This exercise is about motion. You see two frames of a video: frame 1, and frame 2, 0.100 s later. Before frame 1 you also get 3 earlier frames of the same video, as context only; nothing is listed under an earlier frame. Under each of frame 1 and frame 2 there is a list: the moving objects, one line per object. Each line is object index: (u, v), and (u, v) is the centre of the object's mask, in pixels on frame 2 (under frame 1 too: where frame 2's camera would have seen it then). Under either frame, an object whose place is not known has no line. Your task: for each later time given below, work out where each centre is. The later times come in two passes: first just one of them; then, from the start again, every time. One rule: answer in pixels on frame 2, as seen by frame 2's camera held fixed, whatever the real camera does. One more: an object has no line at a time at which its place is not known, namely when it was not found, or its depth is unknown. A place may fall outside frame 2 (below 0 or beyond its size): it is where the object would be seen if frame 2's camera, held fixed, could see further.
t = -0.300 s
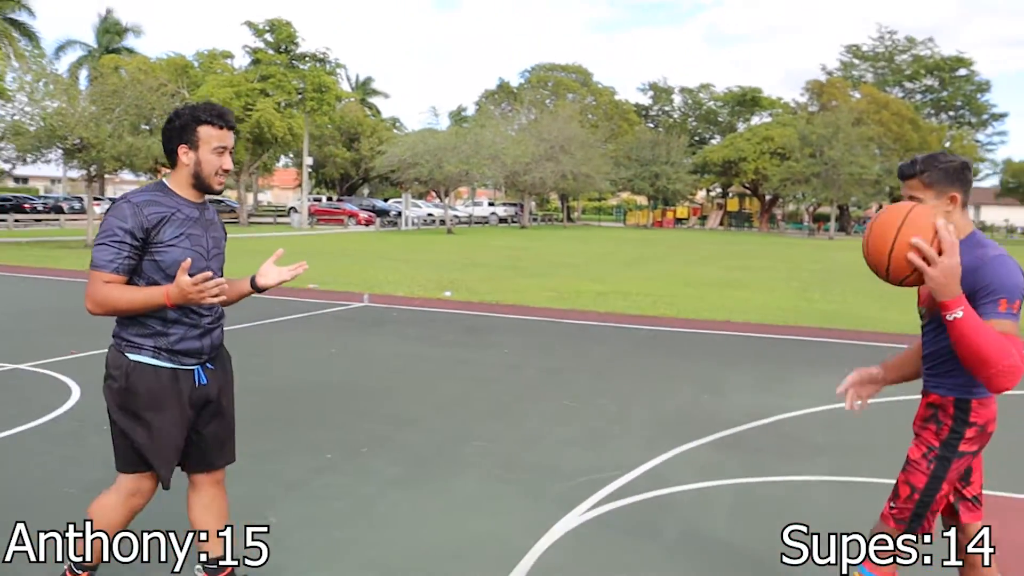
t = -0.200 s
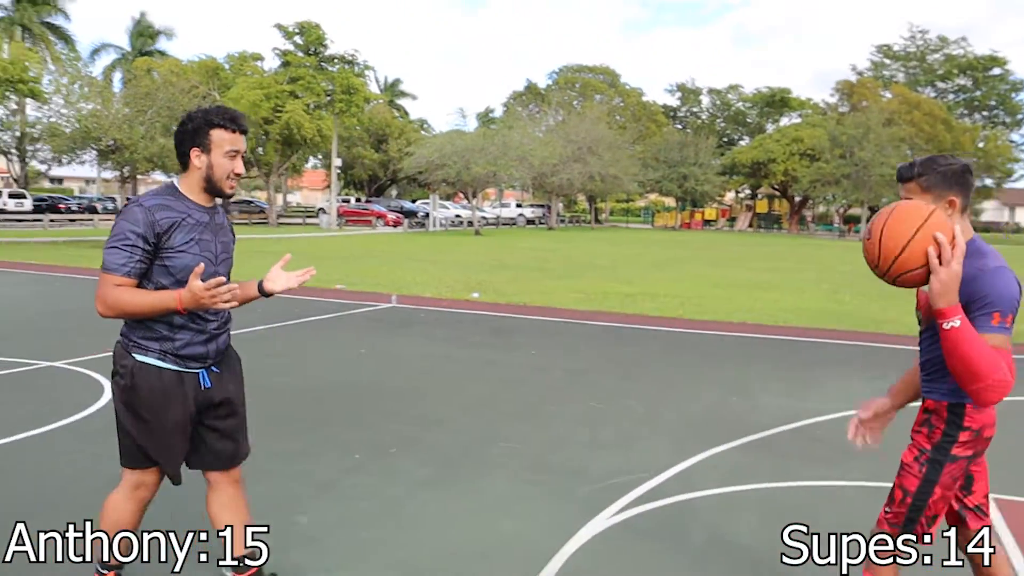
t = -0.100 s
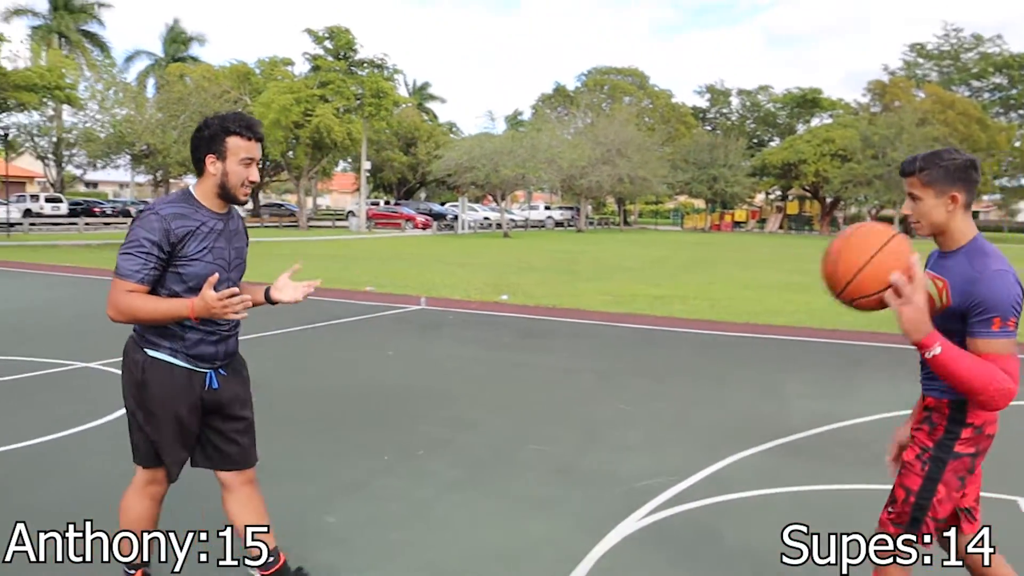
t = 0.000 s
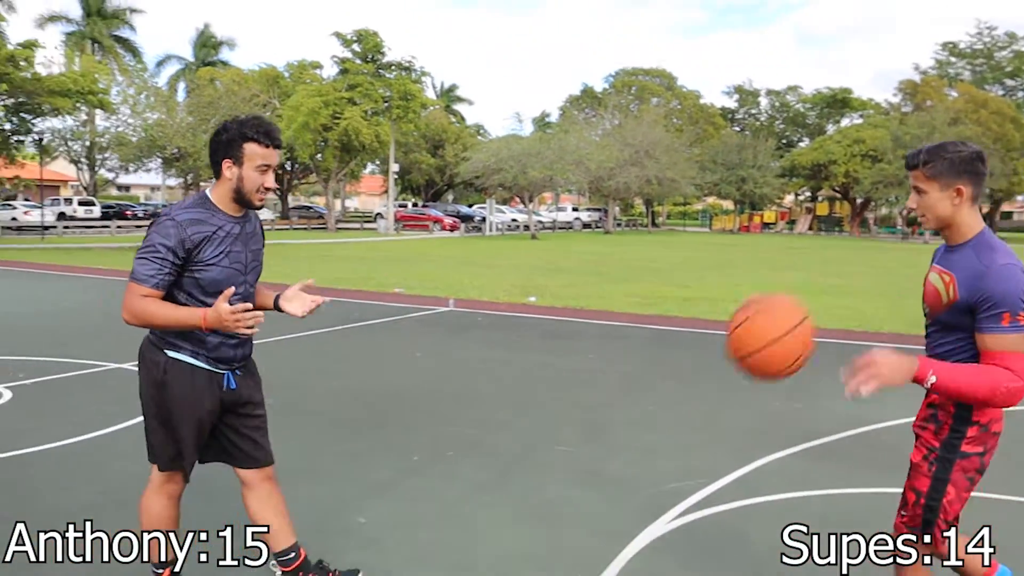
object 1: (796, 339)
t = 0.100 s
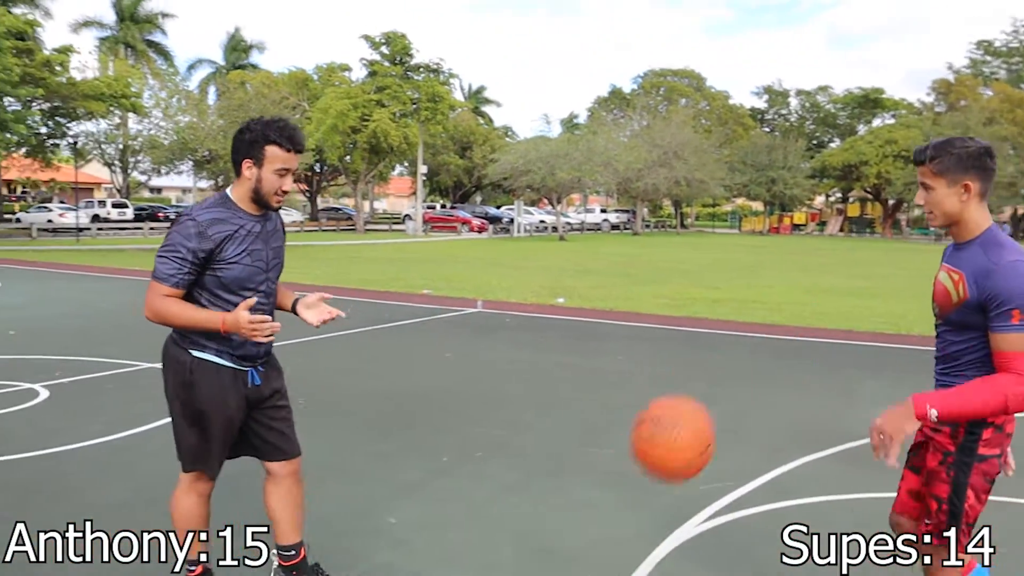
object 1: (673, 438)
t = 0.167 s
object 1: (600, 518)
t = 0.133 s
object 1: (637, 476)
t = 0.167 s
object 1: (600, 518)
